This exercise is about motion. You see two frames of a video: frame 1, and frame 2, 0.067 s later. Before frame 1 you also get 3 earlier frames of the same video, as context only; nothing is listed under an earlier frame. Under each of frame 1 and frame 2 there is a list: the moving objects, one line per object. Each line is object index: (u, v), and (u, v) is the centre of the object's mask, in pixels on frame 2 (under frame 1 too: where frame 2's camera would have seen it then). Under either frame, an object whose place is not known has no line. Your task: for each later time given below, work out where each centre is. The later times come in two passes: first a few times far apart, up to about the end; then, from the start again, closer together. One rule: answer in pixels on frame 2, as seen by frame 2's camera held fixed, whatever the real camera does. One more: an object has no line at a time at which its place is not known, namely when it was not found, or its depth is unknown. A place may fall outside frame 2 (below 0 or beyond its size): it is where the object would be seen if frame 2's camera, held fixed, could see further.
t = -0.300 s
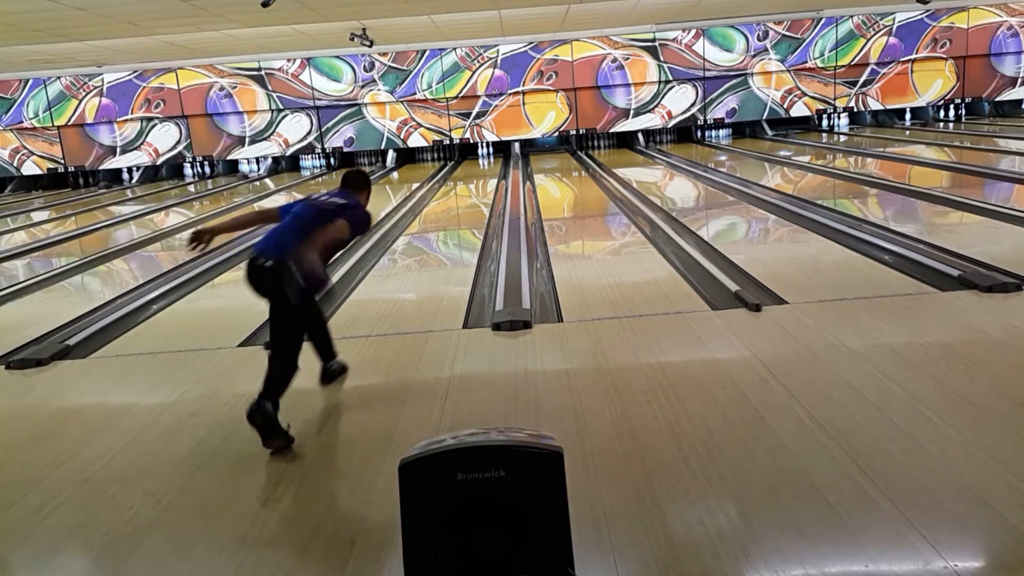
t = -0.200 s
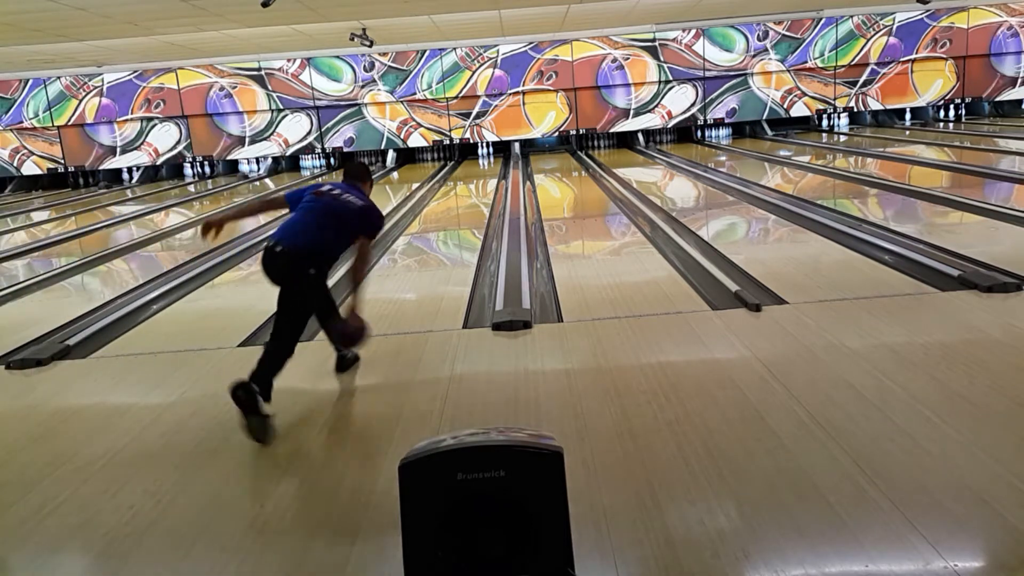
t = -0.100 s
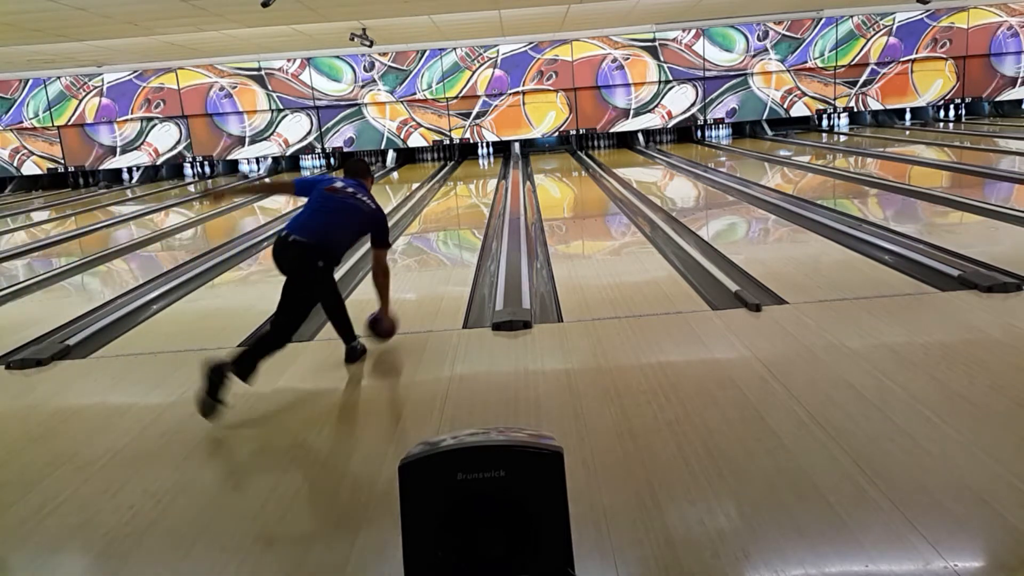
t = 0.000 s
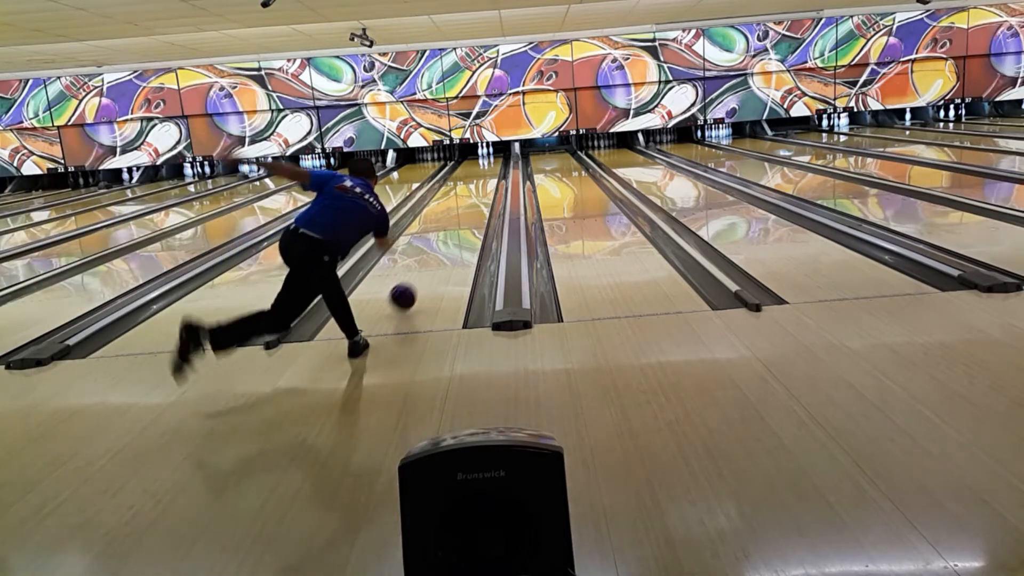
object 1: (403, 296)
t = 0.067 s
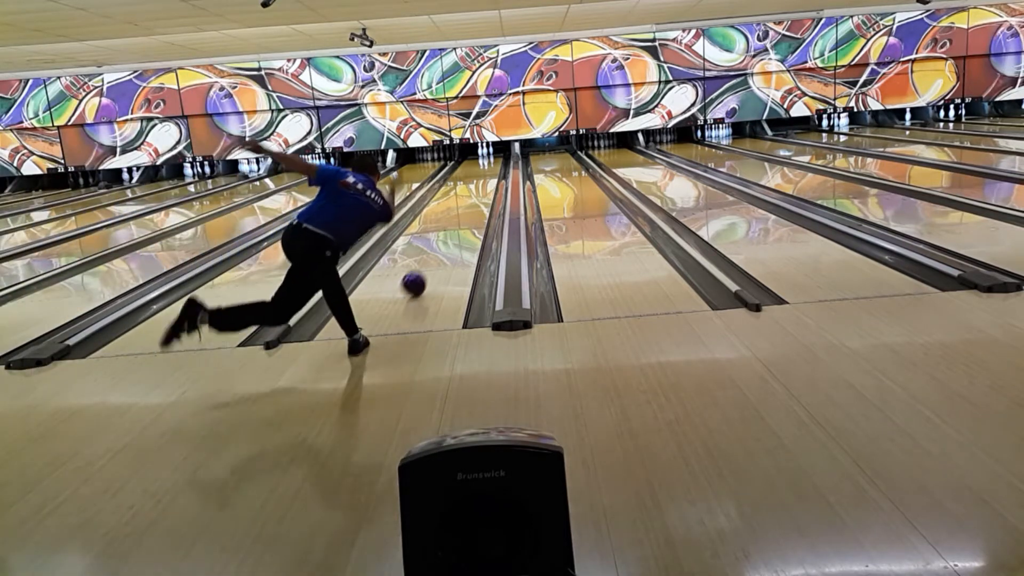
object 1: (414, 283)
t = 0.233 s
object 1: (434, 253)
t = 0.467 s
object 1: (453, 224)
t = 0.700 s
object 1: (465, 204)
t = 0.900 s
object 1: (473, 191)
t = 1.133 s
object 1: (479, 180)
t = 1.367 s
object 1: (484, 171)
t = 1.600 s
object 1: (487, 164)
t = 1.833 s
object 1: (488, 159)
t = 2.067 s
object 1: (488, 155)
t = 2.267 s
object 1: (487, 153)
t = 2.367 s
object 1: (489, 151)
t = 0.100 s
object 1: (419, 276)
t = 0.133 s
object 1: (423, 270)
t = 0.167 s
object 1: (427, 264)
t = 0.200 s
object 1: (430, 258)
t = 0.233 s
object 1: (434, 253)
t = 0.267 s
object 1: (437, 248)
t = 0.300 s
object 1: (440, 243)
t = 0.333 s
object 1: (443, 239)
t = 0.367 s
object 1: (446, 234)
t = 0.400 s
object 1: (448, 231)
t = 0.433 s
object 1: (451, 227)
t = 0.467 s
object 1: (453, 224)
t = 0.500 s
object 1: (455, 221)
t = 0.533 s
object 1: (457, 218)
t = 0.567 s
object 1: (459, 215)
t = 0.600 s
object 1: (461, 212)
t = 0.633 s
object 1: (462, 209)
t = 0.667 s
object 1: (464, 207)
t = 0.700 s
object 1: (465, 204)
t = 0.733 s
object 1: (466, 202)
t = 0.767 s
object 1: (468, 199)
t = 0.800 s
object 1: (469, 197)
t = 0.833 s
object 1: (470, 195)
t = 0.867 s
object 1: (472, 193)
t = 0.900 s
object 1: (473, 191)
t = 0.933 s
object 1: (474, 190)
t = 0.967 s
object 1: (475, 188)
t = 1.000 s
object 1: (476, 186)
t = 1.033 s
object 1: (477, 185)
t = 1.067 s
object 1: (478, 183)
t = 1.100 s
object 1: (479, 182)
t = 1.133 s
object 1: (479, 180)
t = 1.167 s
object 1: (480, 179)
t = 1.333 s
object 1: (483, 173)
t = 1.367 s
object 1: (484, 171)
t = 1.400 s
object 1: (485, 170)
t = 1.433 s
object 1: (485, 169)
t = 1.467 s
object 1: (486, 168)
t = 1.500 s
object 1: (486, 167)
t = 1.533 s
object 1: (486, 166)
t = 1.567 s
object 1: (487, 165)
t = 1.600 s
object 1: (487, 164)
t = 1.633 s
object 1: (487, 163)
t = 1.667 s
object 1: (488, 163)
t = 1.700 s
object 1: (488, 162)
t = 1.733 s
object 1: (488, 161)
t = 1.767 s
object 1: (489, 160)
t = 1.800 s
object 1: (489, 160)
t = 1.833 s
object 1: (488, 159)
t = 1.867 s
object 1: (489, 159)
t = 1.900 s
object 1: (489, 158)
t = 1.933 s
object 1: (488, 157)
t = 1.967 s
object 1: (488, 157)
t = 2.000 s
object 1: (488, 156)
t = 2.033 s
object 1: (488, 155)
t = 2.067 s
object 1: (488, 155)
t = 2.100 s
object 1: (487, 154)
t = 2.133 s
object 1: (487, 154)
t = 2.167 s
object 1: (486, 154)
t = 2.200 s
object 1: (486, 153)
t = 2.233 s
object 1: (487, 153)
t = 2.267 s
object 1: (487, 153)
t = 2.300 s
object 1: (488, 151)
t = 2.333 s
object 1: (488, 151)
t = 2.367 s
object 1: (489, 151)
